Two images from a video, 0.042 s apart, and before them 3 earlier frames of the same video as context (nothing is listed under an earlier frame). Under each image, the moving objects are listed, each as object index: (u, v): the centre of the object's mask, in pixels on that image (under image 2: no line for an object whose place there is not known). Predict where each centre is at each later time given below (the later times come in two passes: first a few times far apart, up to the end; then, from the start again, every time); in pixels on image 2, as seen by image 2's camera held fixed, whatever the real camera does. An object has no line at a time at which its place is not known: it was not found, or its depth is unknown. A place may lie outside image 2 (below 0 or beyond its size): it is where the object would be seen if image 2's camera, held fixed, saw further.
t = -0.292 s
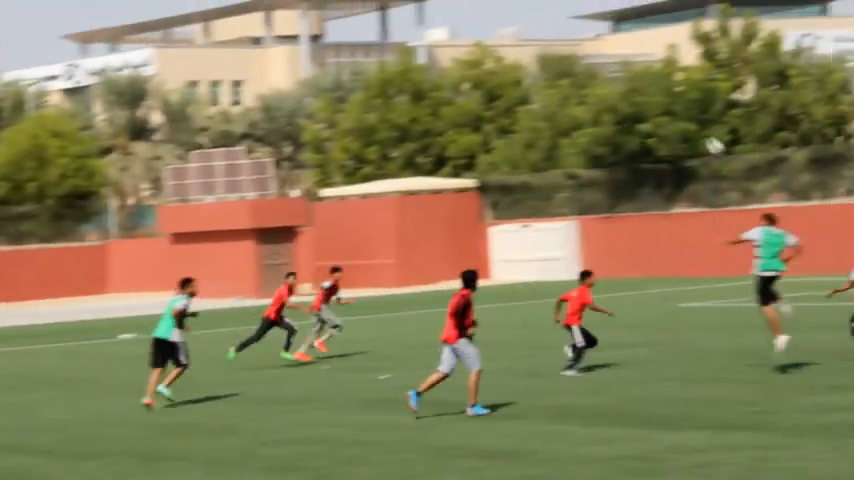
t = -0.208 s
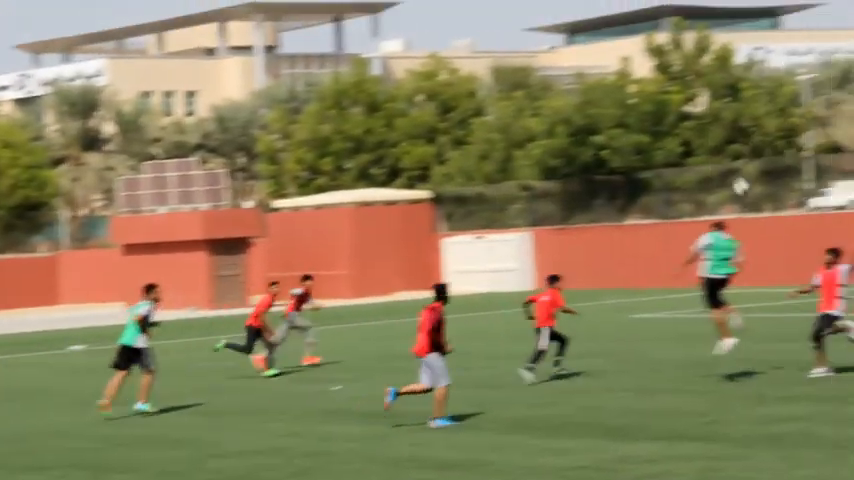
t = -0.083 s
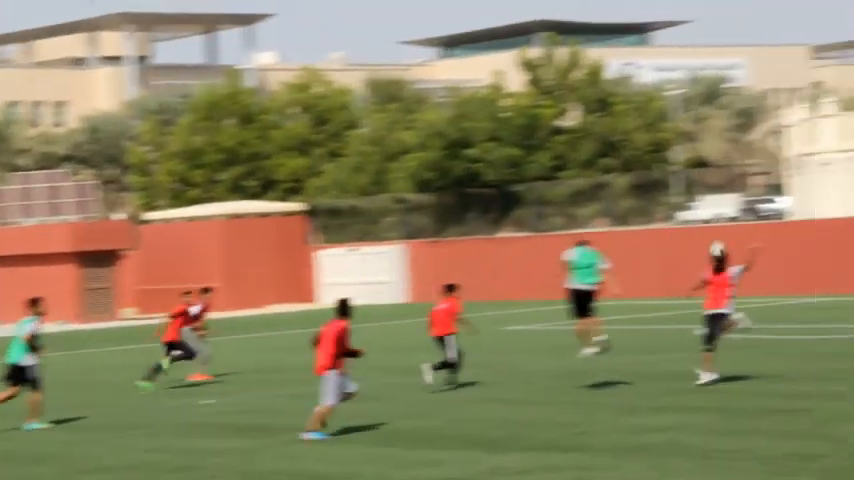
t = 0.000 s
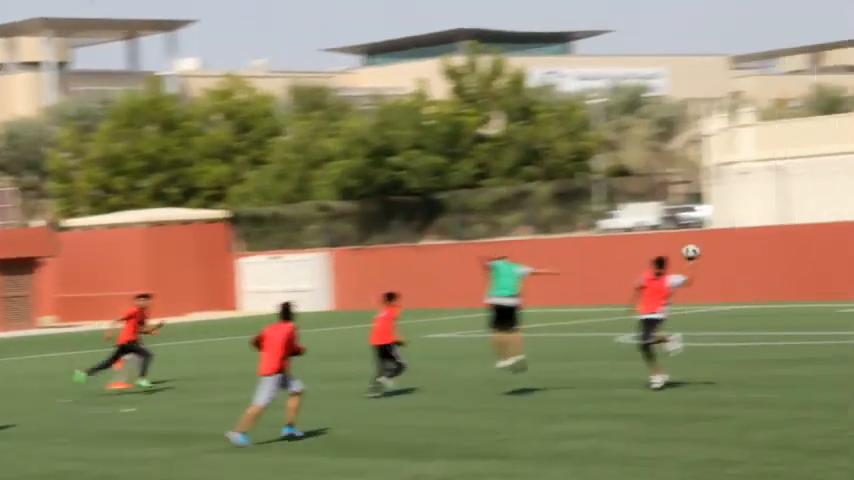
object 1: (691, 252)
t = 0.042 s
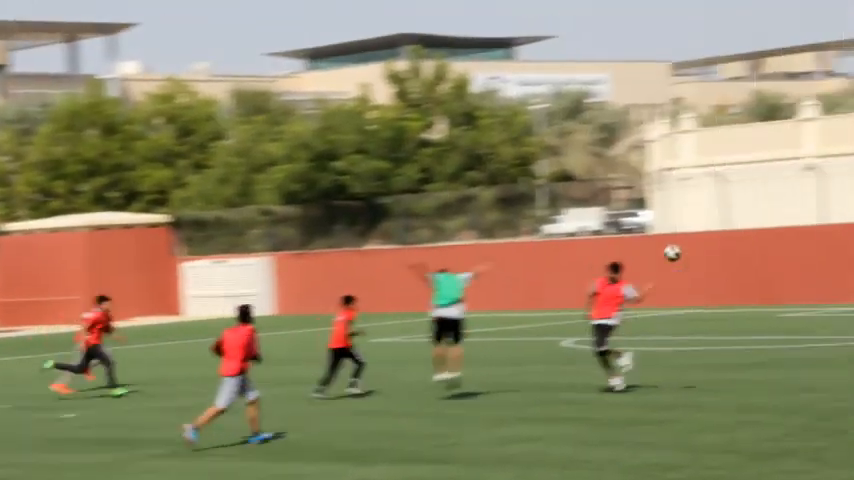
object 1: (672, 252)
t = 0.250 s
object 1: (811, 258)
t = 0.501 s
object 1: (997, 307)
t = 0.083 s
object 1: (699, 252)
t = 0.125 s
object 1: (726, 251)
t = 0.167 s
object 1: (754, 252)
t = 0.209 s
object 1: (783, 254)
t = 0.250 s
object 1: (811, 258)
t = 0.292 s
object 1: (841, 263)
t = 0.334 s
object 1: (870, 268)
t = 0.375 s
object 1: (901, 276)
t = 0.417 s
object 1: (933, 284)
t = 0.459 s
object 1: (965, 295)
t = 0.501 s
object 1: (997, 307)
